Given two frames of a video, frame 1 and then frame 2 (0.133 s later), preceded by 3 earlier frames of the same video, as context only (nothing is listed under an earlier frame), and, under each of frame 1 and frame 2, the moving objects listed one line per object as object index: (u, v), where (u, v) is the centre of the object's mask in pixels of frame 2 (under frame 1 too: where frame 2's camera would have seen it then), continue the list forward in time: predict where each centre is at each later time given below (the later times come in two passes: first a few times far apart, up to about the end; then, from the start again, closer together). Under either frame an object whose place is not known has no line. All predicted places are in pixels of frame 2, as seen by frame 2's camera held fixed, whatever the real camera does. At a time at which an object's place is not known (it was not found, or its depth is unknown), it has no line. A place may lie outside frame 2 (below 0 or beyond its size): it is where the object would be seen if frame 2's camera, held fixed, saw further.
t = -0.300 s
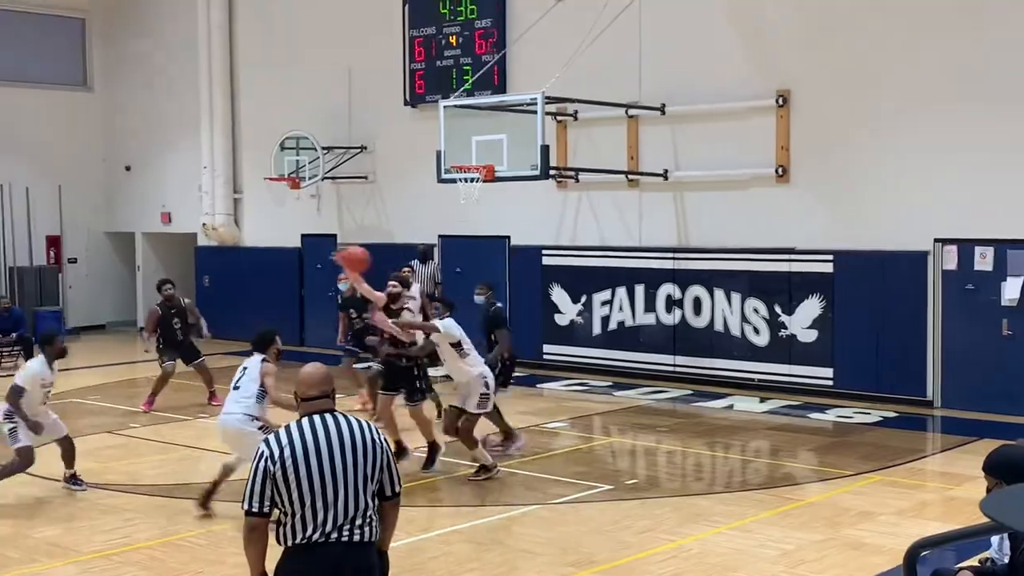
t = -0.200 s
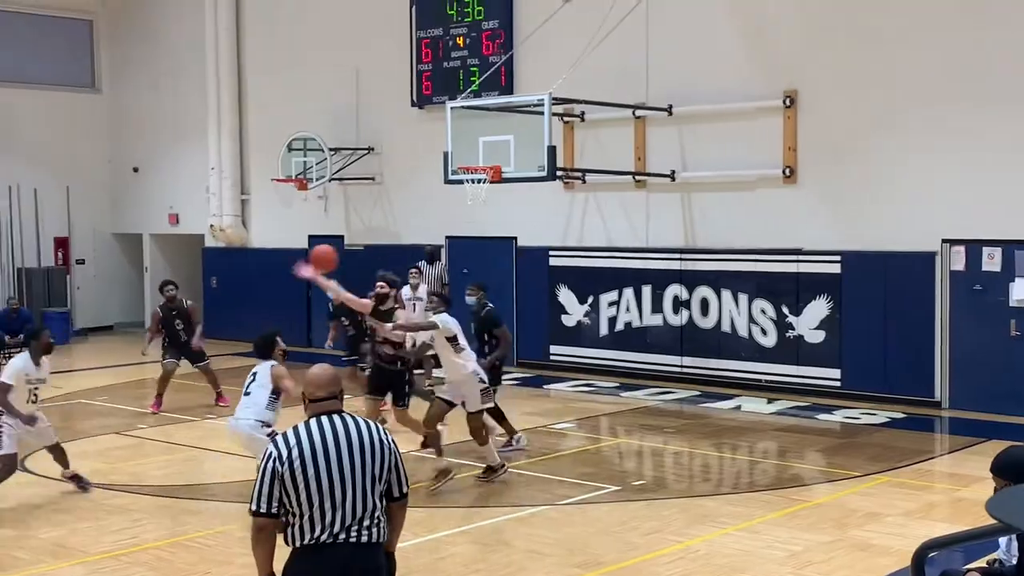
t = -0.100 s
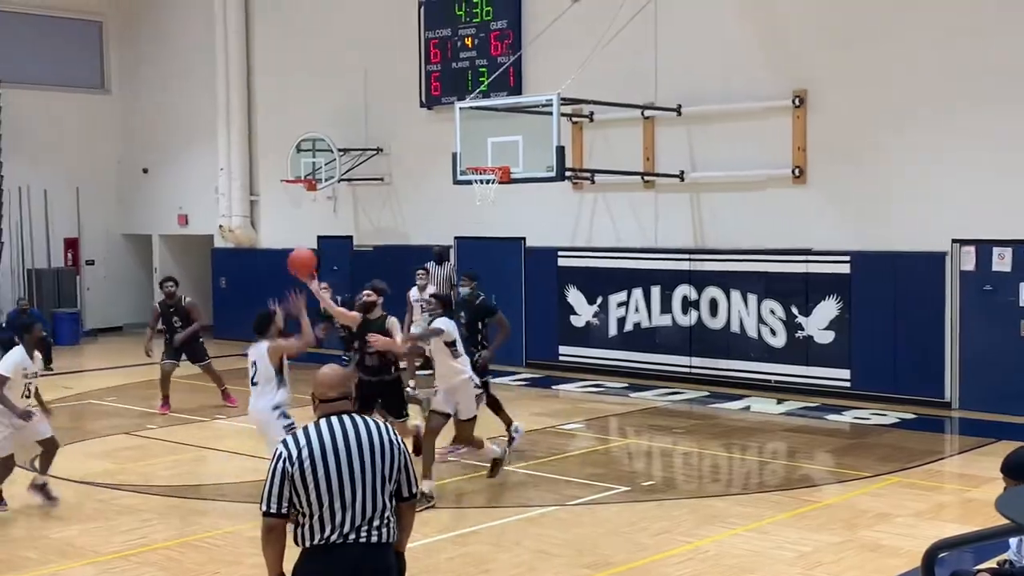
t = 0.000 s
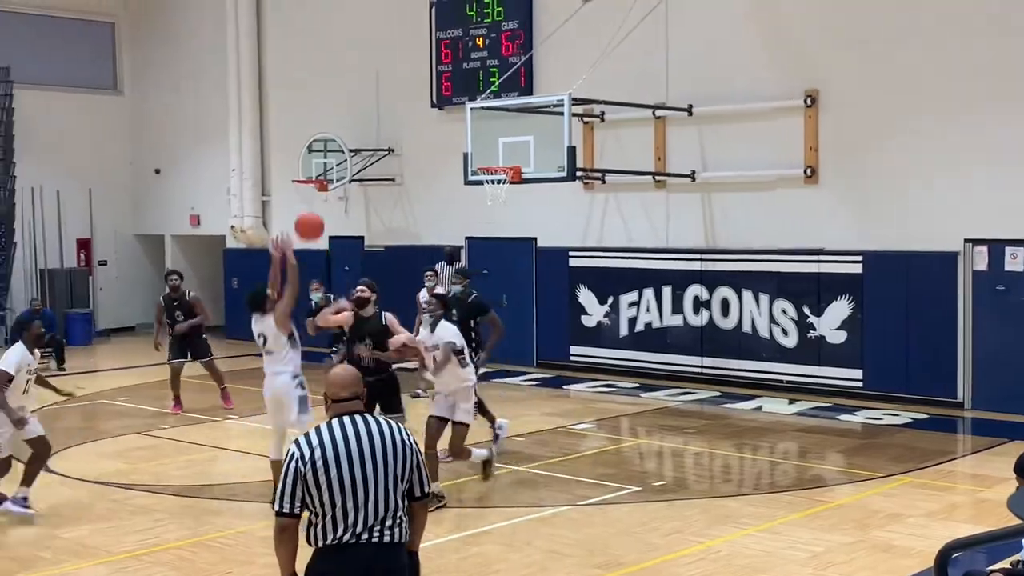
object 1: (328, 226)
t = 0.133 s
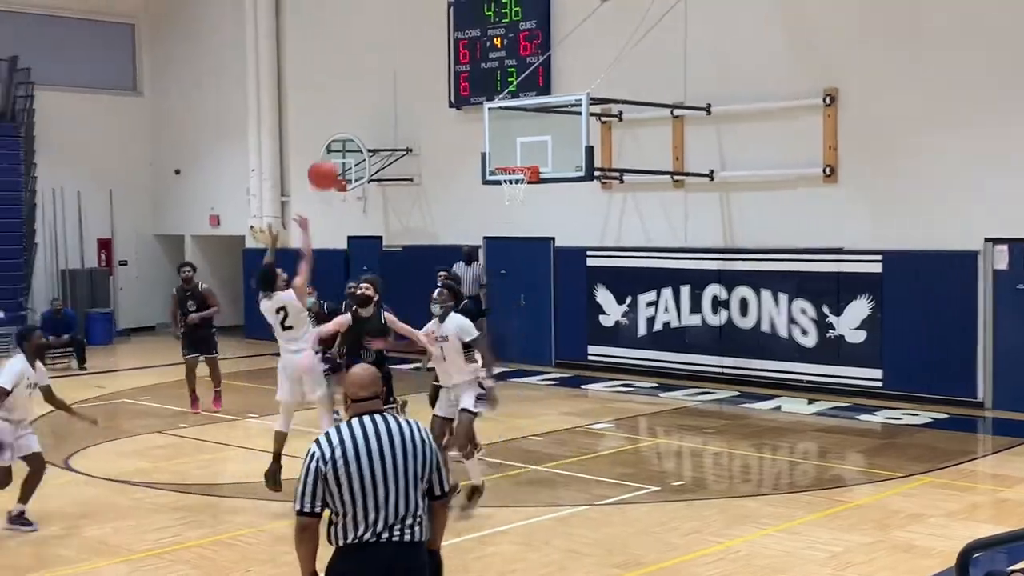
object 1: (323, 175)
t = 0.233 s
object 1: (320, 149)
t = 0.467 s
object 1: (313, 136)
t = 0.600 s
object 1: (304, 161)
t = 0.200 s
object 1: (321, 156)
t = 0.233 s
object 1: (320, 149)
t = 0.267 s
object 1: (319, 143)
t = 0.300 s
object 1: (318, 138)
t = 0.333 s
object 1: (317, 135)
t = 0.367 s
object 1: (316, 133)
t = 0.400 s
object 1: (315, 132)
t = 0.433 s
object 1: (314, 133)
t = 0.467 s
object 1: (313, 136)
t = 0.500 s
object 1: (311, 140)
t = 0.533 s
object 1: (309, 145)
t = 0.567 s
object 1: (307, 152)
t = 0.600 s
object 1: (304, 161)
